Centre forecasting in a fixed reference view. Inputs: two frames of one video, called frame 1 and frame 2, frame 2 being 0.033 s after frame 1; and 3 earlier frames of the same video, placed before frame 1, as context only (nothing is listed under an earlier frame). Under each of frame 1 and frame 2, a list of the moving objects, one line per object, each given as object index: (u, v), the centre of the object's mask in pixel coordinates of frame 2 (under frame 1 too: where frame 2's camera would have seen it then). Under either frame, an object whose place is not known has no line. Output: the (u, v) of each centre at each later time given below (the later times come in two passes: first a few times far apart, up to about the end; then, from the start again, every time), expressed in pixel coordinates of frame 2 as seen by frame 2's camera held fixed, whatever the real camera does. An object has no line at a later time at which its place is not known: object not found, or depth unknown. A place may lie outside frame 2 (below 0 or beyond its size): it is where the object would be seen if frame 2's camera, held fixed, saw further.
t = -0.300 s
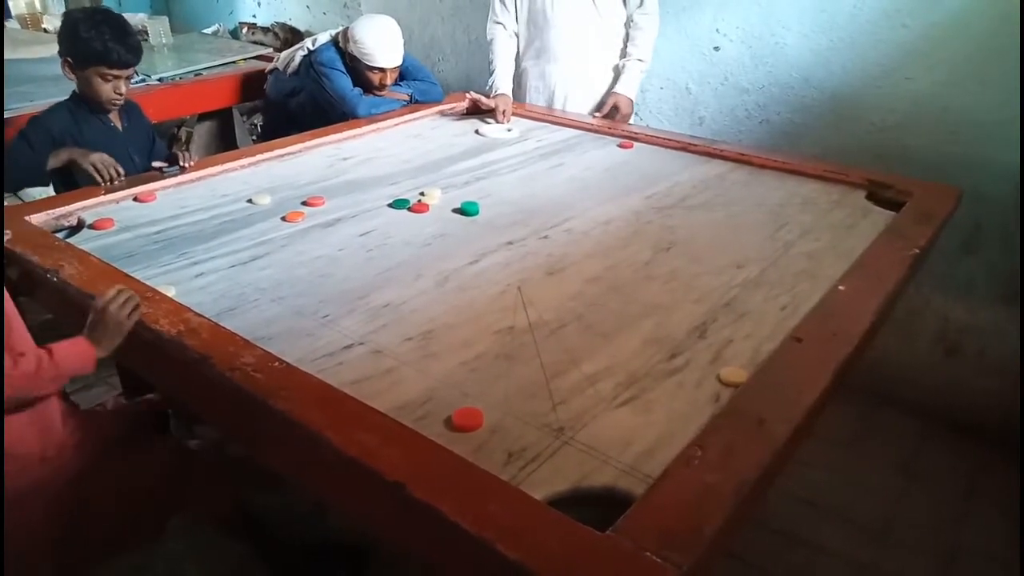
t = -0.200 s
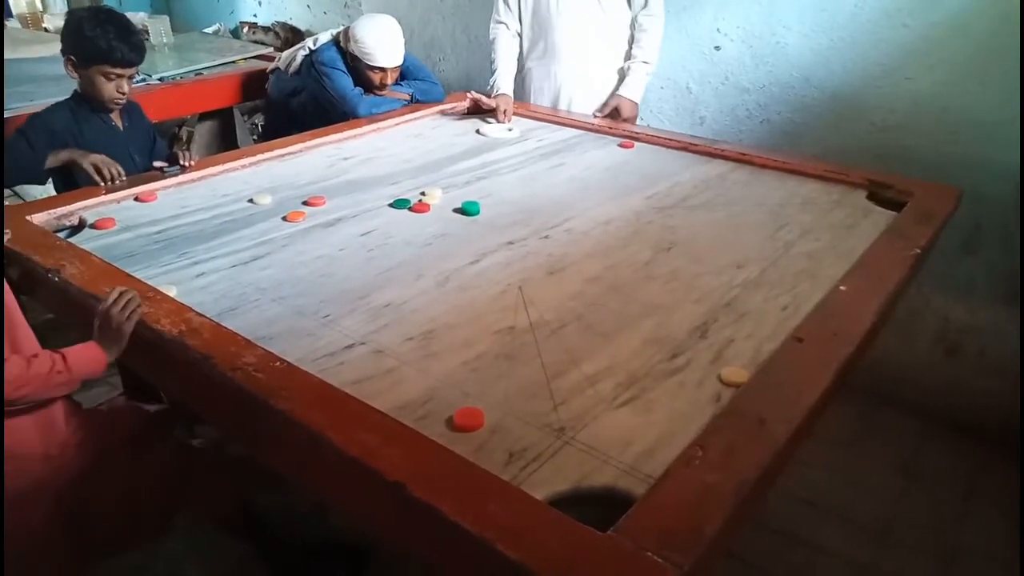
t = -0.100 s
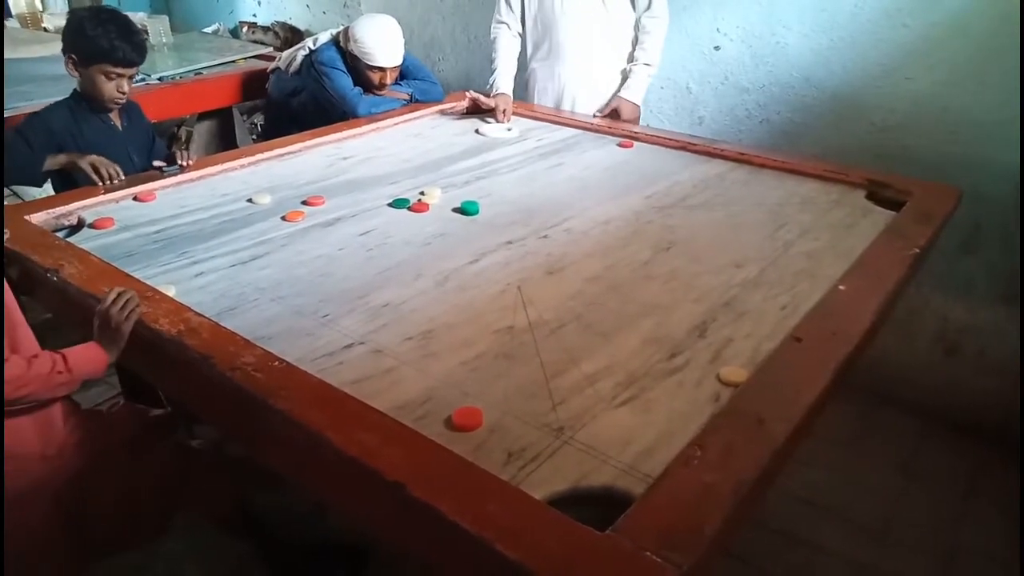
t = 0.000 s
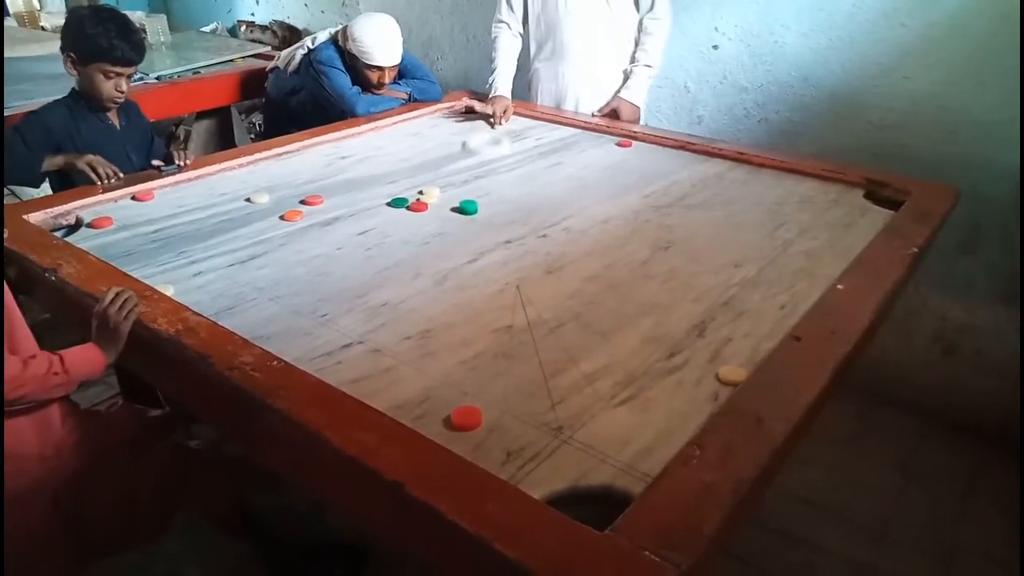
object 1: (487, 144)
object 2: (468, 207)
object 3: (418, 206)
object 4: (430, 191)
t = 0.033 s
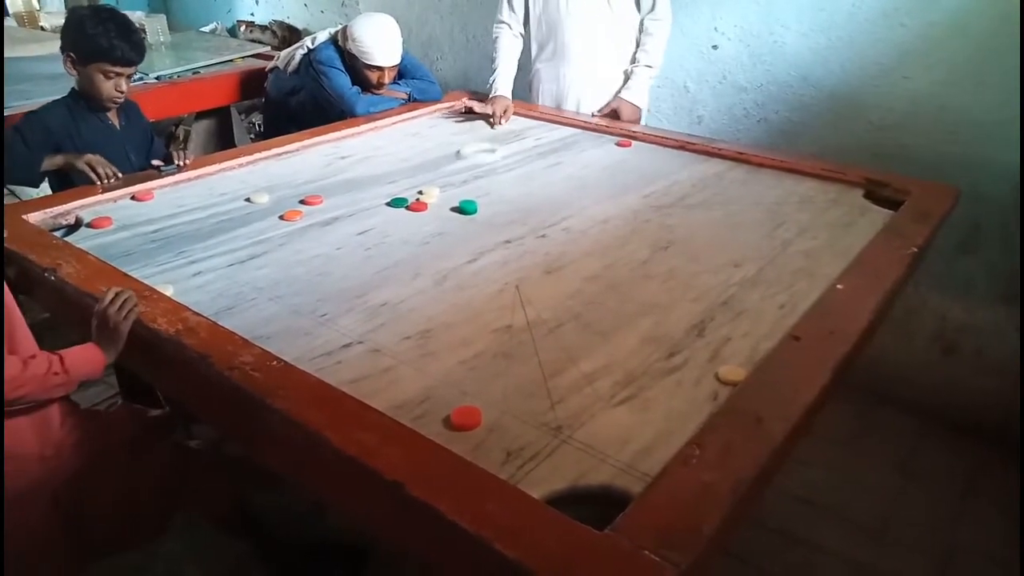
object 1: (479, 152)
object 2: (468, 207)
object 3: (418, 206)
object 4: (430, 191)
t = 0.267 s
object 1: (451, 206)
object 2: (473, 205)
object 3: (394, 219)
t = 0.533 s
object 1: (462, 245)
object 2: (500, 253)
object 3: (298, 274)
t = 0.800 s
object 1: (461, 282)
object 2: (513, 286)
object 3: (233, 312)
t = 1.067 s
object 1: (461, 309)
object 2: (515, 293)
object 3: (300, 285)
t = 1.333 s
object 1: (463, 323)
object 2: (514, 294)
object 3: (347, 266)
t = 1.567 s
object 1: (464, 325)
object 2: (514, 294)
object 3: (376, 253)
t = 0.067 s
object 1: (477, 160)
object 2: (468, 207)
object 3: (418, 206)
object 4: (430, 191)
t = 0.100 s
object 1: (471, 169)
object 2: (468, 207)
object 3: (417, 206)
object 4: (431, 191)
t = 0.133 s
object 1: (465, 177)
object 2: (468, 207)
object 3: (418, 206)
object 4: (430, 191)
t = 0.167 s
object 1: (461, 187)
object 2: (468, 207)
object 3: (417, 206)
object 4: (427, 191)
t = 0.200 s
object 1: (457, 193)
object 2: (468, 207)
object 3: (416, 207)
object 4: (419, 191)
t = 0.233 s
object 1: (456, 200)
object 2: (470, 204)
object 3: (406, 213)
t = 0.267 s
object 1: (451, 206)
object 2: (473, 205)
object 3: (394, 219)
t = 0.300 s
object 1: (457, 210)
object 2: (476, 210)
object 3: (383, 226)
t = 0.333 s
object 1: (455, 214)
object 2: (481, 222)
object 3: (373, 232)
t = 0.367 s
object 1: (454, 219)
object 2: (483, 224)
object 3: (360, 239)
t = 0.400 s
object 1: (458, 226)
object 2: (488, 226)
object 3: (348, 246)
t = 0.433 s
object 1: (459, 230)
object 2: (491, 236)
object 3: (336, 252)
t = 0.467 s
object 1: (459, 235)
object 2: (494, 242)
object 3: (323, 259)
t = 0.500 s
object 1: (461, 240)
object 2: (498, 246)
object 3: (310, 267)
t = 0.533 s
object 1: (462, 245)
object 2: (500, 253)
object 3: (298, 274)
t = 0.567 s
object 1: (462, 249)
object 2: (502, 258)
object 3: (284, 282)
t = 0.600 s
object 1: (462, 254)
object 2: (504, 259)
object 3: (270, 289)
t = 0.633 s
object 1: (462, 259)
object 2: (506, 263)
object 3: (256, 297)
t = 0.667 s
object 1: (463, 264)
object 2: (508, 272)
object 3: (242, 304)
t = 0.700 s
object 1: (462, 268)
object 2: (509, 277)
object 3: (227, 313)
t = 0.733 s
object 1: (459, 273)
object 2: (511, 277)
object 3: (219, 318)
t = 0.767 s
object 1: (460, 278)
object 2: (511, 281)
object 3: (224, 316)
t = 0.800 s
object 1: (461, 282)
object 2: (513, 286)
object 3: (233, 312)
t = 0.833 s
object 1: (461, 286)
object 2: (513, 288)
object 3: (243, 308)
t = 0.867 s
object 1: (461, 289)
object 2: (514, 289)
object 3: (253, 305)
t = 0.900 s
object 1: (461, 293)
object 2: (514, 290)
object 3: (262, 301)
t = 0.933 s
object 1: (461, 296)
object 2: (515, 291)
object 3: (270, 298)
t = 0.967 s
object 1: (461, 300)
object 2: (515, 292)
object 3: (278, 294)
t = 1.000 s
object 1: (461, 303)
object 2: (515, 293)
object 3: (286, 291)
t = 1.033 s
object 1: (461, 306)
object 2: (514, 293)
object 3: (293, 288)
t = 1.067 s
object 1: (461, 309)
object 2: (515, 293)
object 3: (300, 285)
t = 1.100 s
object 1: (461, 311)
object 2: (515, 294)
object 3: (307, 282)
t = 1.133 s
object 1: (461, 314)
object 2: (514, 294)
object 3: (313, 280)
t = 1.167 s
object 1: (462, 317)
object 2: (515, 294)
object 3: (319, 277)
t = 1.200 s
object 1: (462, 318)
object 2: (514, 294)
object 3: (326, 275)
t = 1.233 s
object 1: (462, 319)
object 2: (514, 294)
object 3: (332, 272)
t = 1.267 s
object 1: (462, 321)
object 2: (514, 294)
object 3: (337, 270)
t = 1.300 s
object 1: (462, 322)
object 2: (514, 294)
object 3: (342, 268)
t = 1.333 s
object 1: (463, 323)
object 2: (514, 294)
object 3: (347, 266)
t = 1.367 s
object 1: (463, 324)
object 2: (515, 294)
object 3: (352, 264)
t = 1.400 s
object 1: (464, 325)
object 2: (514, 294)
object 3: (356, 262)
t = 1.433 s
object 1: (464, 325)
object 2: (515, 294)
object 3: (361, 260)
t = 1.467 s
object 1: (464, 325)
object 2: (514, 294)
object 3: (365, 258)
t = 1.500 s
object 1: (463, 325)
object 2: (515, 294)
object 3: (369, 256)
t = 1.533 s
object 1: (463, 325)
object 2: (515, 294)
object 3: (373, 255)
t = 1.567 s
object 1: (464, 325)
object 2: (514, 294)
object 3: (376, 253)
